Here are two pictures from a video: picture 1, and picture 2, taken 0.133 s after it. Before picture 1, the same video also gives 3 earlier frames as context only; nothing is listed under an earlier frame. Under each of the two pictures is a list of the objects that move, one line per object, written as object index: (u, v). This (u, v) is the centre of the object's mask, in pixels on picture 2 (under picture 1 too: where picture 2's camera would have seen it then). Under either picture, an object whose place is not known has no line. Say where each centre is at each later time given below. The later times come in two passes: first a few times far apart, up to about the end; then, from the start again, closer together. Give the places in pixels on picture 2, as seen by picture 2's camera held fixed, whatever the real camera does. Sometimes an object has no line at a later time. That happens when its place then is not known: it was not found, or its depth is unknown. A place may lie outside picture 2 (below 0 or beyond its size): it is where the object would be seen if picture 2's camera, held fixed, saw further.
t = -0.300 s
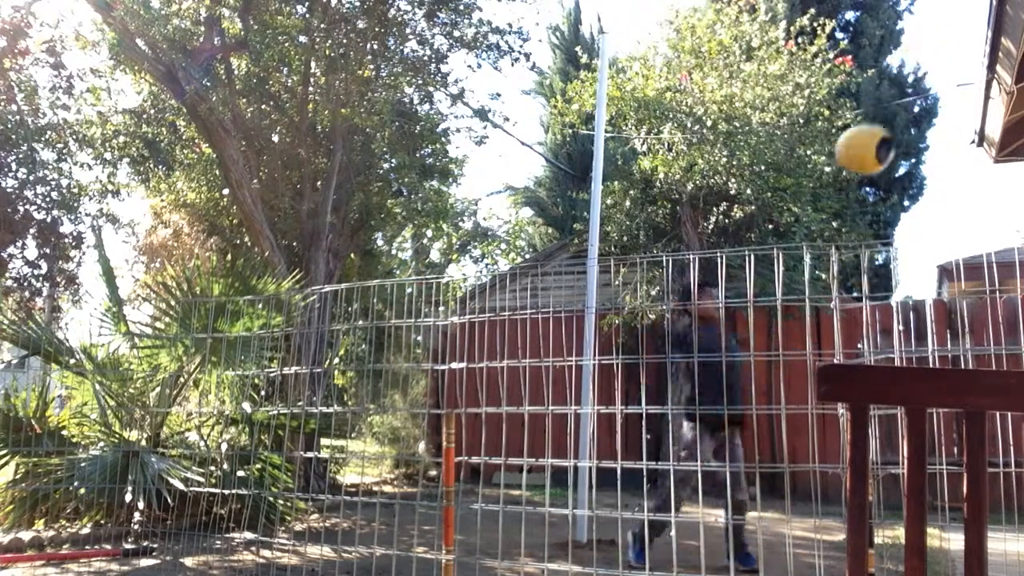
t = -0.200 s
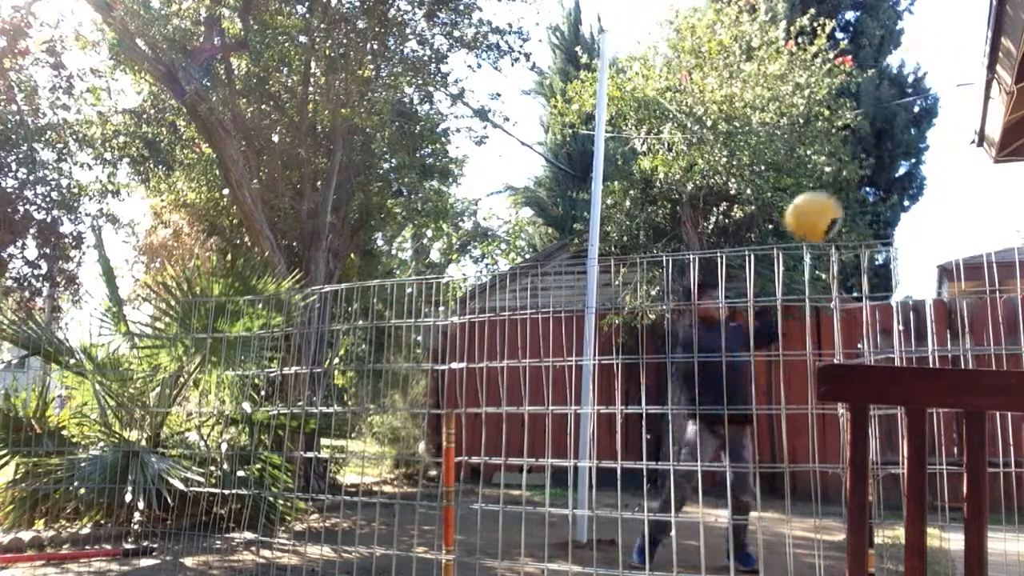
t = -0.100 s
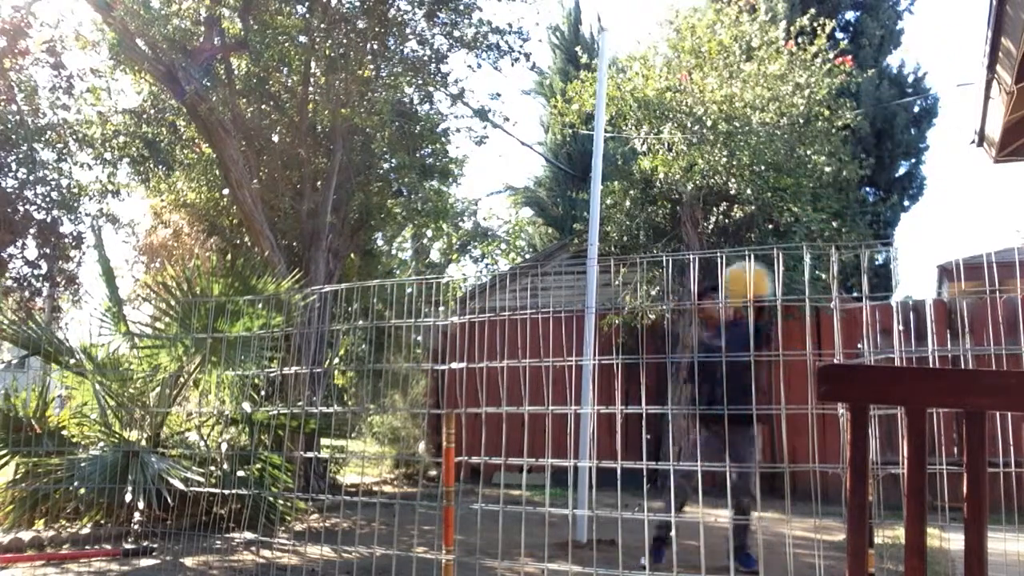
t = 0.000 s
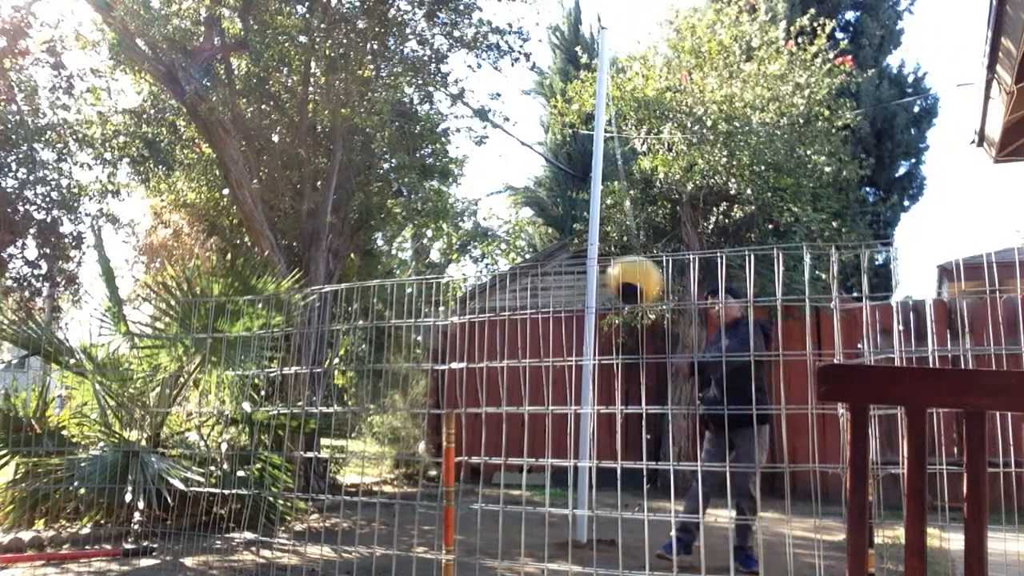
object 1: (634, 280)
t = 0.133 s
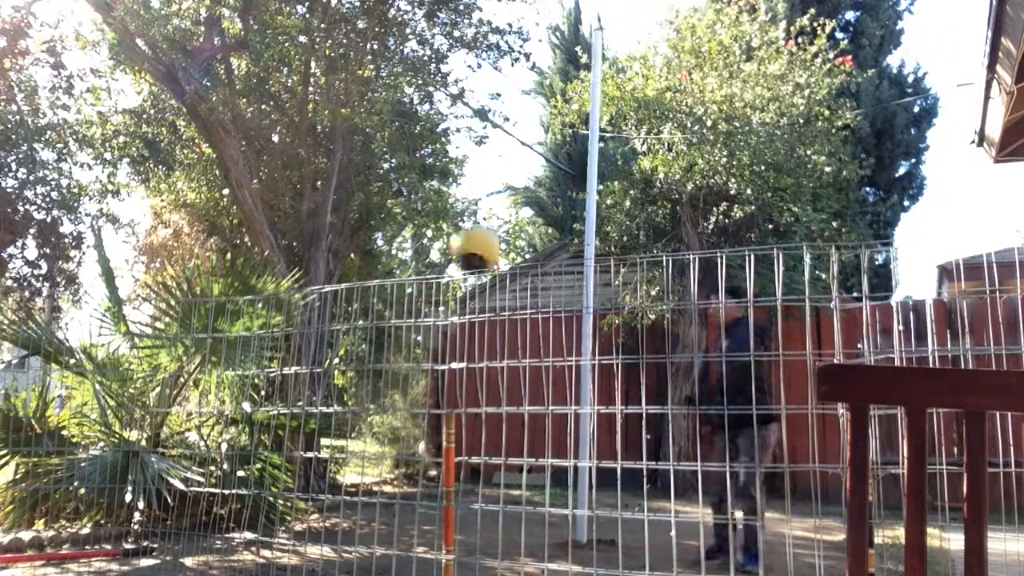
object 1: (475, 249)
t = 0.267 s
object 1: (361, 213)
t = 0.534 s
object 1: (301, 185)
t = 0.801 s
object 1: (361, 221)
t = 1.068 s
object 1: (484, 290)
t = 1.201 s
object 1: (564, 322)
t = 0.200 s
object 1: (410, 231)
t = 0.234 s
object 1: (384, 222)
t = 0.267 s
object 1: (361, 213)
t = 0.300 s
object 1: (340, 207)
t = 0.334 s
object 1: (324, 201)
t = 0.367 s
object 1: (314, 195)
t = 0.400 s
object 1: (308, 191)
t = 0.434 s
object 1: (304, 187)
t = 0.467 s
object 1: (300, 185)
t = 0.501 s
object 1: (300, 185)
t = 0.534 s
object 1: (301, 185)
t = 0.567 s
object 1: (302, 187)
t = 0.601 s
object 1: (307, 189)
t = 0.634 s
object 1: (313, 192)
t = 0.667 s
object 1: (321, 196)
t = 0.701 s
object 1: (330, 200)
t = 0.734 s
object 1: (340, 206)
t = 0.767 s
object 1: (349, 214)
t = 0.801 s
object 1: (361, 221)
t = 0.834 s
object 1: (373, 229)
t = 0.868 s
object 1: (386, 238)
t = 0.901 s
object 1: (402, 246)
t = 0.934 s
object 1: (419, 255)
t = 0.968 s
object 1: (432, 263)
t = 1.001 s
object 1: (447, 269)
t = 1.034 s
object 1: (467, 285)
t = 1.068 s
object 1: (484, 290)
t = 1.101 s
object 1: (501, 297)
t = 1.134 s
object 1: (525, 304)
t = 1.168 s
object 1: (542, 314)
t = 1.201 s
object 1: (564, 322)
